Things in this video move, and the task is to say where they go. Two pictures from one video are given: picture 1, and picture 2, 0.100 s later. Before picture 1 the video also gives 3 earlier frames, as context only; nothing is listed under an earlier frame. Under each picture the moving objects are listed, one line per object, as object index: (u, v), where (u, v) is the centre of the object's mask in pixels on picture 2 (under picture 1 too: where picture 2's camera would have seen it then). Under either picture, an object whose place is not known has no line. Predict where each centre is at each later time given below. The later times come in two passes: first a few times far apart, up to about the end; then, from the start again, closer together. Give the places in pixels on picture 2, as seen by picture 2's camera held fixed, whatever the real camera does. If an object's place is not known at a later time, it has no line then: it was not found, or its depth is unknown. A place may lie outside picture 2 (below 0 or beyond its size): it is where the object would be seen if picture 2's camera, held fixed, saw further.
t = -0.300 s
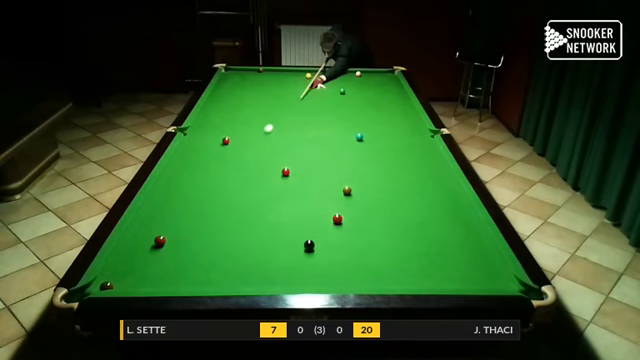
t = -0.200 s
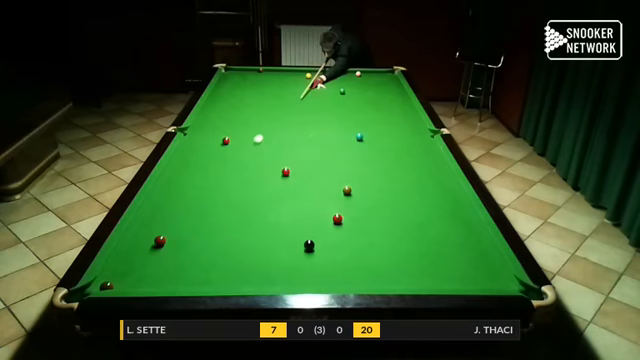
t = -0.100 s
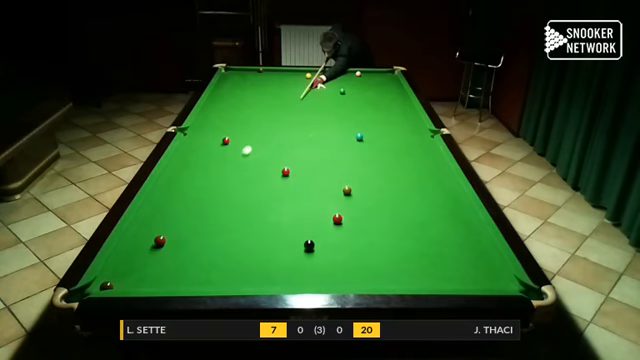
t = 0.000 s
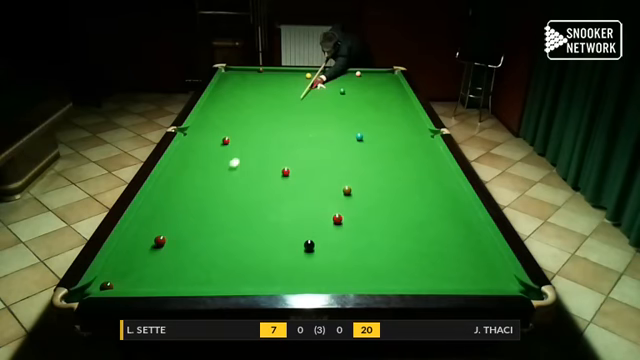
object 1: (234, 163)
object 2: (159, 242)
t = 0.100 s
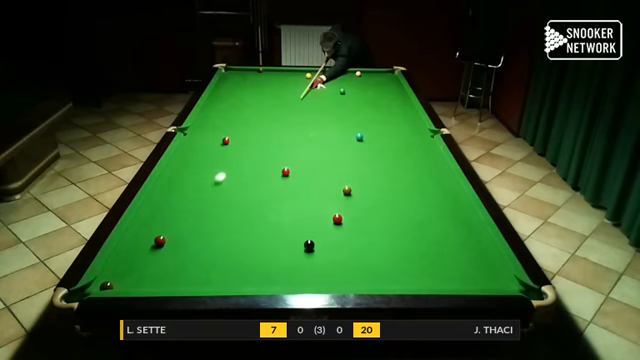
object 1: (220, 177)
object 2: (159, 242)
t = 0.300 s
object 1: (186, 211)
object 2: (159, 240)
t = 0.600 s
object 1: (142, 240)
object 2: (134, 283)
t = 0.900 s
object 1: (122, 257)
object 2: (150, 247)
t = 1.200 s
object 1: (133, 272)
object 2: (163, 216)
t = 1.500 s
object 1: (144, 285)
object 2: (174, 191)
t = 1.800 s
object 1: (165, 276)
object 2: (183, 171)
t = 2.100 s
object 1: (184, 267)
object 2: (190, 155)
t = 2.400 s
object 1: (200, 260)
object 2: (195, 141)
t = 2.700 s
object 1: (213, 254)
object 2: (200, 129)
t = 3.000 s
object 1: (225, 249)
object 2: (205, 119)
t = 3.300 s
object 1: (234, 245)
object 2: (208, 111)
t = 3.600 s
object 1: (242, 242)
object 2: (212, 103)
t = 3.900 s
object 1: (248, 240)
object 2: (214, 96)
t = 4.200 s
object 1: (252, 238)
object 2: (216, 91)
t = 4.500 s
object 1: (255, 238)
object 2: (218, 85)
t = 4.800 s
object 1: (256, 238)
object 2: (220, 81)
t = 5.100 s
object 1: (256, 238)
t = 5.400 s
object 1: (256, 238)
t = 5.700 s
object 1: (256, 238)
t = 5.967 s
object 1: (256, 238)
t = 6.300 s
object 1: (256, 238)
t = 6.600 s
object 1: (256, 238)
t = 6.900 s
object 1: (256, 238)
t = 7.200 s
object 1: (256, 238)
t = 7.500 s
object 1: (256, 238)
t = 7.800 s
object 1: (256, 238)
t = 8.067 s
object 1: (256, 238)
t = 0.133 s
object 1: (215, 182)
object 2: (159, 240)
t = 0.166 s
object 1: (209, 187)
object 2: (159, 240)
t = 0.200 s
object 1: (204, 193)
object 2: (159, 240)
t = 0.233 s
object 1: (198, 199)
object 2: (159, 240)
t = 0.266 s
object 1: (192, 205)
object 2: (159, 240)
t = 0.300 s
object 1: (186, 211)
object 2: (159, 240)
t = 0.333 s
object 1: (179, 218)
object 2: (159, 240)
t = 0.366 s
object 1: (172, 225)
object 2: (159, 240)
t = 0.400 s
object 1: (166, 231)
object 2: (159, 241)
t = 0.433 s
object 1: (161, 234)
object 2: (156, 246)
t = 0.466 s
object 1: (157, 234)
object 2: (151, 255)
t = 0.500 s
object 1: (154, 235)
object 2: (146, 263)
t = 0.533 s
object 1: (150, 237)
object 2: (142, 270)
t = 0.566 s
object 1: (146, 238)
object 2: (138, 277)
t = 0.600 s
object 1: (142, 240)
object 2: (134, 283)
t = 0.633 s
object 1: (138, 242)
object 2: (134, 283)
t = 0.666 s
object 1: (133, 244)
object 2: (136, 278)
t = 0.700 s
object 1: (129, 246)
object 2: (139, 273)
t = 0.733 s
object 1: (124, 248)
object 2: (141, 268)
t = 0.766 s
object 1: (120, 250)
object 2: (142, 263)
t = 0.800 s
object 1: (119, 252)
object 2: (144, 259)
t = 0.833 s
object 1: (120, 253)
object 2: (146, 255)
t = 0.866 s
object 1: (121, 255)
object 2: (148, 251)
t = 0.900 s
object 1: (122, 257)
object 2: (150, 247)
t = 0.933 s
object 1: (123, 258)
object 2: (151, 243)
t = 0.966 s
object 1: (124, 260)
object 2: (153, 239)
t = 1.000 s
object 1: (126, 262)
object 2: (155, 236)
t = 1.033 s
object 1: (127, 264)
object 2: (156, 232)
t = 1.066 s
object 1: (128, 265)
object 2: (158, 229)
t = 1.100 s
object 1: (129, 267)
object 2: (159, 225)
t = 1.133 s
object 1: (130, 269)
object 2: (161, 222)
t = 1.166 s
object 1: (131, 270)
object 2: (162, 219)
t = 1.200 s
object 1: (133, 272)
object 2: (163, 216)
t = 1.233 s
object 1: (134, 274)
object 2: (165, 213)
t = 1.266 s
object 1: (135, 275)
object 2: (166, 210)
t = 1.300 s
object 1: (136, 277)
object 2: (167, 207)
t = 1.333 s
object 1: (137, 279)
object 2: (168, 204)
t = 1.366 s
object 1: (139, 280)
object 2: (169, 201)
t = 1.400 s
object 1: (140, 282)
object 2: (171, 199)
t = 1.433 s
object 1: (141, 283)
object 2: (172, 196)
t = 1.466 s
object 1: (143, 284)
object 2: (173, 194)
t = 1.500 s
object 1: (144, 285)
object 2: (174, 191)
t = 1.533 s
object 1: (147, 283)
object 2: (175, 189)
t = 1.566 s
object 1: (149, 283)
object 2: (176, 186)
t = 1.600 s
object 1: (152, 282)
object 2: (177, 184)
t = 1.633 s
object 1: (154, 281)
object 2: (178, 182)
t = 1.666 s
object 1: (156, 280)
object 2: (179, 180)
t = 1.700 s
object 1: (159, 279)
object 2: (180, 177)
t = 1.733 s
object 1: (161, 278)
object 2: (181, 175)
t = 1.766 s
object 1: (163, 277)
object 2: (182, 173)
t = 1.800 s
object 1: (165, 276)
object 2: (183, 171)
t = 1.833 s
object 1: (168, 274)
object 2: (184, 169)
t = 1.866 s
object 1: (170, 274)
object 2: (184, 167)
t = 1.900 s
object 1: (172, 272)
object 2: (185, 166)
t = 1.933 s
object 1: (174, 272)
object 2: (186, 164)
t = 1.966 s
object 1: (176, 271)
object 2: (187, 162)
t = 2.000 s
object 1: (178, 270)
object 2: (188, 160)
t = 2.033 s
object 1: (180, 269)
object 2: (189, 158)
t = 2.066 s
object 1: (182, 268)
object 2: (189, 157)
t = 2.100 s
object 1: (184, 267)
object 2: (190, 155)
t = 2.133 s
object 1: (186, 266)
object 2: (191, 153)
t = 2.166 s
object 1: (188, 265)
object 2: (191, 152)
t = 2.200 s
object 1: (189, 264)
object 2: (192, 150)
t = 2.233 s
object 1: (191, 264)
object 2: (192, 149)
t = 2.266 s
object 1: (193, 263)
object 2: (193, 147)
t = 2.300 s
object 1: (195, 262)
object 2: (194, 146)
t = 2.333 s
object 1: (197, 261)
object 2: (194, 144)
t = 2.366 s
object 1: (198, 260)
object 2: (195, 143)
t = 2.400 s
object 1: (200, 260)
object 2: (195, 141)
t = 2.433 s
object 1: (202, 259)
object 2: (196, 140)
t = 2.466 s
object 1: (203, 258)
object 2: (197, 138)
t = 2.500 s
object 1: (205, 257)
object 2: (197, 137)
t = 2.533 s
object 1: (206, 257)
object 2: (198, 136)
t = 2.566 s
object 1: (208, 256)
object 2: (198, 134)
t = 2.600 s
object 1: (209, 255)
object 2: (199, 133)
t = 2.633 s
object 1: (211, 255)
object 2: (199, 132)
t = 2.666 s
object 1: (212, 254)
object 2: (200, 131)
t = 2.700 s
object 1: (213, 254)
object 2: (200, 129)
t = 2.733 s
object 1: (215, 253)
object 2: (201, 128)
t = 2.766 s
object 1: (216, 252)
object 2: (201, 127)
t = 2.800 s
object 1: (218, 252)
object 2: (202, 126)
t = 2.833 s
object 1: (219, 251)
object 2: (202, 125)
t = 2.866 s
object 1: (220, 251)
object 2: (203, 124)
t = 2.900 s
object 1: (221, 250)
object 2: (203, 123)
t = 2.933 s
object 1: (223, 250)
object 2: (204, 122)
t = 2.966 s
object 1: (224, 249)
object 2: (204, 120)
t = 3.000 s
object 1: (225, 249)
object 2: (205, 119)
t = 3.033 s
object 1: (226, 248)
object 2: (205, 118)
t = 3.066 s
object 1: (227, 248)
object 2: (205, 117)
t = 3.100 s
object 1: (228, 247)
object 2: (206, 116)
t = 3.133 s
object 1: (229, 247)
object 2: (206, 115)
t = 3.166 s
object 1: (230, 246)
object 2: (207, 114)
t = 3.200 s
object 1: (231, 246)
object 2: (207, 113)
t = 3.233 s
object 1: (232, 245)
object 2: (207, 113)
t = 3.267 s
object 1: (233, 245)
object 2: (208, 112)
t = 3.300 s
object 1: (234, 245)
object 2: (208, 111)
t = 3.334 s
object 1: (235, 244)
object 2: (208, 110)
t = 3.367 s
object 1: (236, 244)
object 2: (209, 109)
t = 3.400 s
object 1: (237, 244)
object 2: (209, 108)
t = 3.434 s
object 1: (238, 243)
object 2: (210, 107)
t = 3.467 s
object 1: (239, 243)
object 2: (210, 106)
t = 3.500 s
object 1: (240, 243)
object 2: (210, 106)
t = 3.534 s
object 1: (240, 242)
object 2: (211, 105)
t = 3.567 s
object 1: (241, 242)
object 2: (211, 104)
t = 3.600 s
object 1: (242, 242)
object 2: (212, 103)
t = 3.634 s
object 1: (243, 241)
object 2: (212, 102)
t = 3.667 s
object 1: (243, 241)
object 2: (212, 102)
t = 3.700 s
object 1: (244, 241)
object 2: (212, 101)
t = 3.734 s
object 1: (245, 241)
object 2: (213, 100)
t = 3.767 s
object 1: (245, 240)
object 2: (213, 99)
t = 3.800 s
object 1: (246, 240)
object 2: (213, 99)
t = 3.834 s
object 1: (247, 240)
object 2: (213, 98)
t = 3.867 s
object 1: (247, 240)
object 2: (214, 97)
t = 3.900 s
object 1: (248, 240)
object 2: (214, 96)
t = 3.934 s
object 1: (248, 240)
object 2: (214, 96)
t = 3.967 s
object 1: (249, 239)
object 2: (215, 95)
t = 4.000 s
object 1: (249, 239)
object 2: (215, 94)
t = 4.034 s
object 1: (250, 239)
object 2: (215, 94)
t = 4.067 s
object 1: (250, 239)
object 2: (215, 93)
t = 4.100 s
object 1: (251, 238)
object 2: (216, 92)
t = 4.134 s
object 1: (251, 238)
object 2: (216, 92)
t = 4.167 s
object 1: (252, 238)
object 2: (216, 91)
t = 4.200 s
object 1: (252, 238)
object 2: (216, 91)
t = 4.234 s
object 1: (253, 238)
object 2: (216, 90)
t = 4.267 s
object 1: (253, 238)
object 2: (217, 89)
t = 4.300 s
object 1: (253, 238)
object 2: (217, 89)
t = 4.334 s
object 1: (254, 238)
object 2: (217, 88)
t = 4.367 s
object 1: (254, 238)
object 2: (218, 87)
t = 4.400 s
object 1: (254, 238)
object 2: (218, 87)
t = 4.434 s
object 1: (255, 238)
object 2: (218, 87)
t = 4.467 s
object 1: (255, 238)
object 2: (218, 86)
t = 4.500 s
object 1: (255, 238)
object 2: (218, 85)
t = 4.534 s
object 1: (255, 238)
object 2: (219, 85)
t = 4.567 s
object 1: (255, 238)
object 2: (219, 84)
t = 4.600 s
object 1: (256, 238)
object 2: (219, 84)
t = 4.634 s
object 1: (256, 237)
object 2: (219, 83)
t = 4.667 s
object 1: (256, 237)
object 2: (219, 83)
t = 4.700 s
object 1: (256, 237)
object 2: (220, 82)
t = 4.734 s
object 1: (256, 238)
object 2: (220, 82)
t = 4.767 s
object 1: (256, 238)
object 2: (220, 81)
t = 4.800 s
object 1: (256, 238)
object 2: (220, 81)
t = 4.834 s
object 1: (256, 238)
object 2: (220, 81)
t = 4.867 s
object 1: (256, 238)
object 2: (220, 80)
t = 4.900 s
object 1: (256, 238)
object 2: (221, 80)
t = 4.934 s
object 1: (256, 238)
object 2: (221, 79)
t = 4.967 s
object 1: (256, 238)
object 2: (221, 79)
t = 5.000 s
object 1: (256, 238)
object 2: (221, 78)
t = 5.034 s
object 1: (256, 238)
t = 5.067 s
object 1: (256, 238)
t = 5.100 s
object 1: (256, 238)
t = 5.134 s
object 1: (256, 238)
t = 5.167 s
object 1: (256, 238)
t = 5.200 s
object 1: (256, 238)
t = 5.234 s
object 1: (256, 238)
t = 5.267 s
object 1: (256, 238)
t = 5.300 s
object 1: (256, 238)
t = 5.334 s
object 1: (256, 238)
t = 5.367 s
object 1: (256, 238)
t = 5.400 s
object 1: (256, 238)
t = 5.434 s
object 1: (256, 238)
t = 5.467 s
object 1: (256, 238)
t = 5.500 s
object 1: (256, 238)
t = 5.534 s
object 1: (256, 238)
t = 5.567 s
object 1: (256, 238)
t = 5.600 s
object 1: (256, 238)
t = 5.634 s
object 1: (256, 238)
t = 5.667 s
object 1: (256, 238)
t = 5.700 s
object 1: (256, 238)
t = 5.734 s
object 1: (256, 238)
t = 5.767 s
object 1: (256, 238)
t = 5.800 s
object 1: (256, 238)
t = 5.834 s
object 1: (256, 238)
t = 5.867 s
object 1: (256, 238)
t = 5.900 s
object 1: (256, 238)
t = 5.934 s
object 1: (256, 238)
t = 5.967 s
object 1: (256, 238)
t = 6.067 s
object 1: (256, 238)
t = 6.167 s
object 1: (256, 238)
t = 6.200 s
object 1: (256, 238)
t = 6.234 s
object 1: (256, 238)
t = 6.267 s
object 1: (256, 238)
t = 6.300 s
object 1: (256, 238)
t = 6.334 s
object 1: (256, 238)
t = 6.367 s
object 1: (256, 238)
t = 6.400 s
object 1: (256, 238)
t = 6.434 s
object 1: (256, 238)
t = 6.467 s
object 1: (256, 238)
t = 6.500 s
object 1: (256, 238)
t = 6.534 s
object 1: (256, 238)
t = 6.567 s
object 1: (256, 238)
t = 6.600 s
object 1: (256, 238)
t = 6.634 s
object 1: (256, 238)
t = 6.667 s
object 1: (256, 238)
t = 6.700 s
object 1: (256, 238)
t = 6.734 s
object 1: (256, 238)
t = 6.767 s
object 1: (256, 238)
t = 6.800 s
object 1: (256, 238)
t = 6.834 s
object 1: (256, 238)
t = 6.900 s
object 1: (256, 238)
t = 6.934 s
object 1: (256, 238)
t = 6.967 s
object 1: (256, 238)
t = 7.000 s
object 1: (256, 238)
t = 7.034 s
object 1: (256, 238)
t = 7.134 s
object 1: (256, 238)
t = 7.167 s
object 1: (256, 238)
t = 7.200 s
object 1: (256, 238)
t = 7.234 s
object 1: (256, 238)
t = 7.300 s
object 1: (256, 238)
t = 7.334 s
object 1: (256, 238)
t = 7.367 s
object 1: (256, 238)
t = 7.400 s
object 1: (256, 238)
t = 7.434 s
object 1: (256, 238)
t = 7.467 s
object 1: (256, 238)
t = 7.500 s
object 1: (256, 238)
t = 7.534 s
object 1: (256, 238)
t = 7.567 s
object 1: (256, 238)
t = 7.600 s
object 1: (256, 238)
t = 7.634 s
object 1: (256, 238)
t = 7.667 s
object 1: (256, 238)
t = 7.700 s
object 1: (256, 238)
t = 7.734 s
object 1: (256, 238)
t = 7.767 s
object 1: (256, 238)
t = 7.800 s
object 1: (256, 238)
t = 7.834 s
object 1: (256, 238)
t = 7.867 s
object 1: (256, 238)
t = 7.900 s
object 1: (256, 238)
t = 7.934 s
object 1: (256, 238)
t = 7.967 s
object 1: (256, 238)
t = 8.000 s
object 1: (256, 238)
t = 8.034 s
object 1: (256, 238)
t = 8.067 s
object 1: (256, 238)
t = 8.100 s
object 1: (256, 238)
